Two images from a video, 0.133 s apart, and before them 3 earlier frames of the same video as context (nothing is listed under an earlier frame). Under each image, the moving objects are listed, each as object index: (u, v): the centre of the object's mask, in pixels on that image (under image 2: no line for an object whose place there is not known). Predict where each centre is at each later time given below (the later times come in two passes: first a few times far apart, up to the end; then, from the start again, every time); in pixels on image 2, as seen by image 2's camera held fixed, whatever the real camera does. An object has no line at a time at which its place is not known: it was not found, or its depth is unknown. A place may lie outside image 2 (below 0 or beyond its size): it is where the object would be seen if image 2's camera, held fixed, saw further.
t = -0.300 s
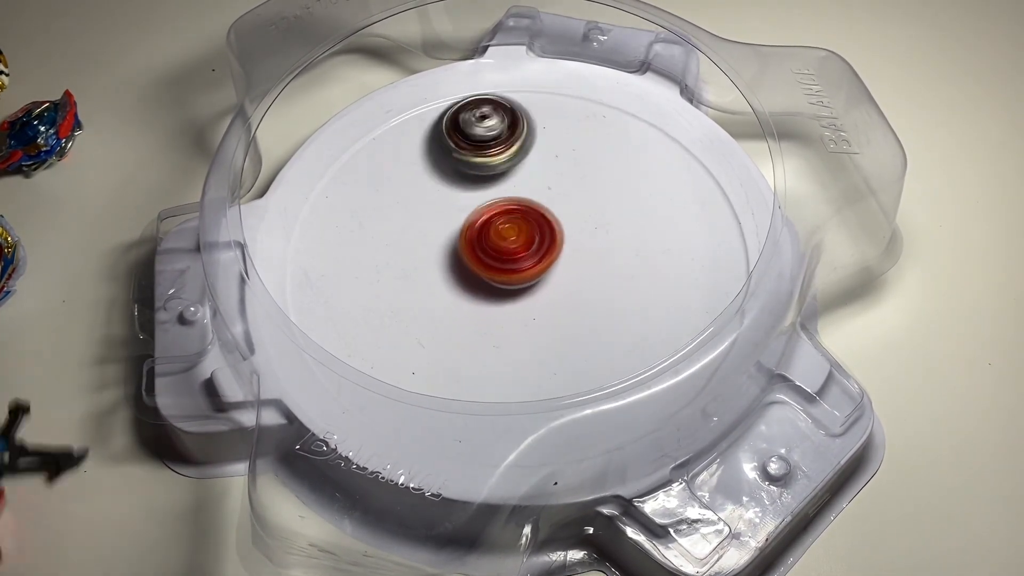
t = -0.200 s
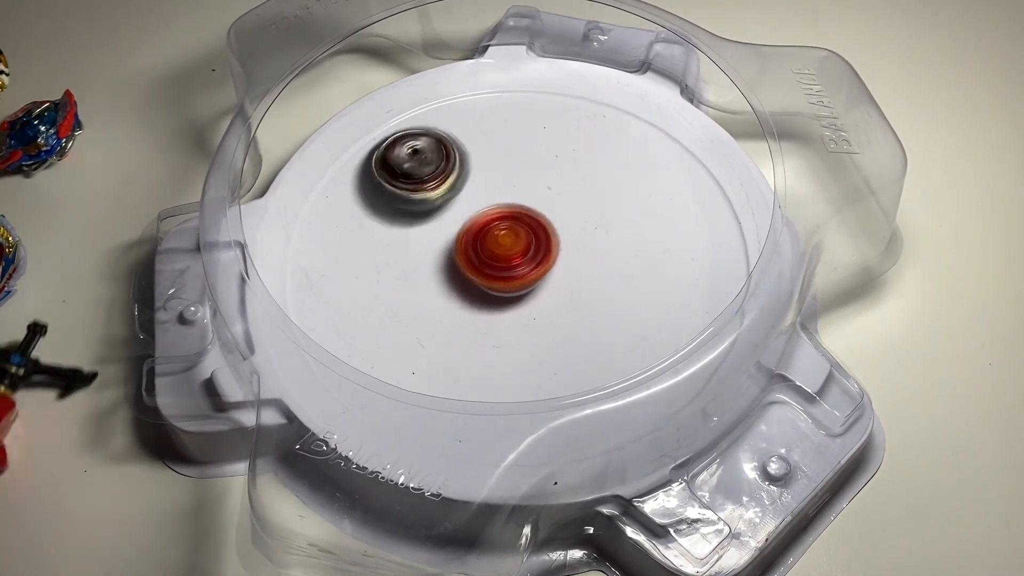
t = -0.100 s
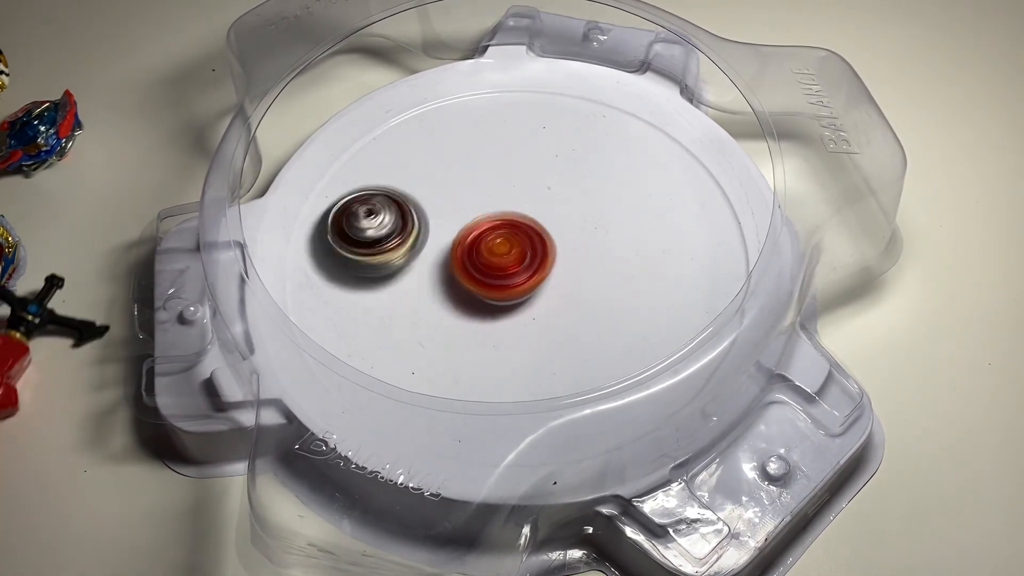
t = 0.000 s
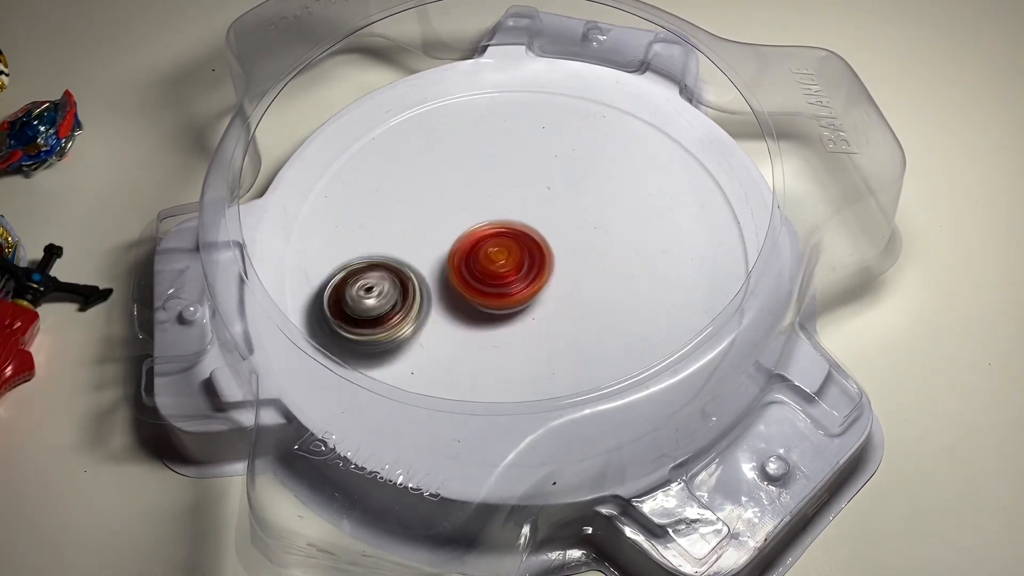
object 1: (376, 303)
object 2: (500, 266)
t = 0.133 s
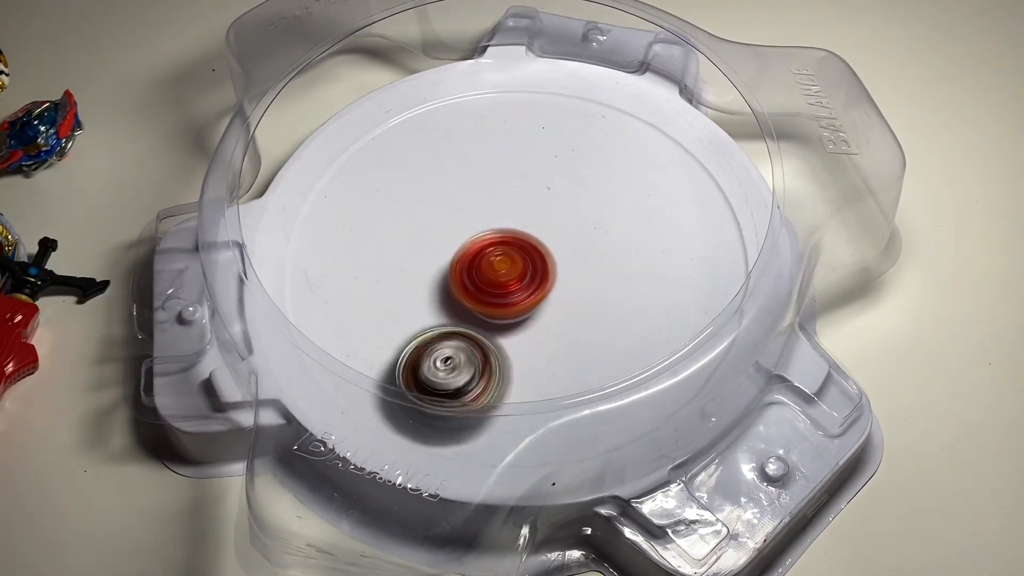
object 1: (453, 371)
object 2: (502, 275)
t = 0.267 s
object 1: (572, 380)
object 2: (509, 278)
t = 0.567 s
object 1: (676, 218)
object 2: (512, 265)
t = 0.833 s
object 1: (507, 131)
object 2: (491, 262)
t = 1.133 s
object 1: (363, 266)
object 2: (488, 274)
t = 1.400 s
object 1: (493, 369)
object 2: (502, 263)
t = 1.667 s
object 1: (637, 310)
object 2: (502, 246)
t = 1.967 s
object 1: (597, 188)
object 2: (502, 237)
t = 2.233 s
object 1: (501, 151)
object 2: (493, 251)
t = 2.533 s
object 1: (410, 205)
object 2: (532, 292)
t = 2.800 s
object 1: (447, 290)
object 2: (570, 278)
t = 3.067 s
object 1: (508, 282)
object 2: (633, 252)
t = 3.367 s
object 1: (528, 208)
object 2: (660, 224)
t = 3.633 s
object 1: (485, 234)
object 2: (635, 209)
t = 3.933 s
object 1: (501, 282)
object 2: (602, 208)
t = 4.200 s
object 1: (501, 264)
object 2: (586, 190)
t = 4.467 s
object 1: (502, 260)
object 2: (570, 182)
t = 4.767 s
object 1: (499, 266)
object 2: (564, 185)
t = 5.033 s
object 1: (490, 274)
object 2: (568, 192)
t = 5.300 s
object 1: (484, 284)
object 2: (584, 200)
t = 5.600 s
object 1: (499, 272)
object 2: (593, 214)
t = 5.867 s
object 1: (487, 269)
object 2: (590, 226)
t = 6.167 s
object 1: (479, 251)
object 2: (591, 235)
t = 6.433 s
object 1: (491, 228)
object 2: (601, 241)
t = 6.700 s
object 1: (494, 229)
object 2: (608, 251)
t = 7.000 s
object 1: (499, 230)
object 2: (610, 262)
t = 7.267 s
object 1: (492, 224)
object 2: (612, 289)
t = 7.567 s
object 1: (493, 240)
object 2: (587, 311)
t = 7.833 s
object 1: (500, 233)
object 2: (549, 315)
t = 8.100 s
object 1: (495, 210)
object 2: (521, 323)
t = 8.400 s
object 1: (497, 216)
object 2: (494, 307)
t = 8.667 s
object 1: (524, 215)
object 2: (480, 298)
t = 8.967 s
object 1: (543, 219)
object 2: (463, 286)
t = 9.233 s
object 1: (558, 219)
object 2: (427, 280)
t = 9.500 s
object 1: (532, 236)
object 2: (427, 268)
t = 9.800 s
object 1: (525, 261)
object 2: (414, 256)
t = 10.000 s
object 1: (514, 274)
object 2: (400, 246)
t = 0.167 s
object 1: (480, 379)
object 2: (504, 276)
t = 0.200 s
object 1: (512, 384)
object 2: (506, 277)
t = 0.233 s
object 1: (541, 382)
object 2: (507, 277)
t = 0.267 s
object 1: (572, 380)
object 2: (509, 278)
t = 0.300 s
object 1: (600, 370)
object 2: (511, 278)
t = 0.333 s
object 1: (624, 356)
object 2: (512, 277)
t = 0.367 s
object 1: (647, 340)
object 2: (514, 276)
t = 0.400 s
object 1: (664, 327)
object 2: (515, 275)
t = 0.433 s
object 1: (676, 301)
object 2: (516, 273)
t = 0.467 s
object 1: (685, 281)
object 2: (515, 271)
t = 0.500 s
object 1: (688, 259)
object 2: (515, 269)
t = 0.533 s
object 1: (683, 239)
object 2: (514, 267)
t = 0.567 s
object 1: (676, 218)
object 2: (512, 265)
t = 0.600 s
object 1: (666, 196)
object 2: (510, 263)
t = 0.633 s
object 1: (650, 179)
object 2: (507, 261)
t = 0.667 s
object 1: (632, 163)
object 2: (504, 261)
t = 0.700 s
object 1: (609, 150)
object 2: (501, 260)
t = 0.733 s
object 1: (584, 140)
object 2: (499, 260)
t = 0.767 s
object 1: (559, 134)
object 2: (496, 261)
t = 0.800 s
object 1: (532, 131)
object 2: (493, 261)
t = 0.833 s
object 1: (507, 131)
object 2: (491, 262)
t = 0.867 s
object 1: (481, 135)
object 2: (489, 263)
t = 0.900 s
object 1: (457, 142)
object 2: (488, 265)
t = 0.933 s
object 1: (433, 154)
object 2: (487, 267)
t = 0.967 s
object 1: (412, 167)
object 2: (486, 268)
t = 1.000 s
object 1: (395, 184)
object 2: (485, 269)
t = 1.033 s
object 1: (380, 204)
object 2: (485, 271)
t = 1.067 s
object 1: (370, 223)
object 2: (486, 272)
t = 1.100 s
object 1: (364, 245)
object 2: (487, 273)
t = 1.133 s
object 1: (363, 266)
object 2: (488, 274)
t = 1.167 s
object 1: (365, 288)
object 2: (490, 274)
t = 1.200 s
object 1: (373, 308)
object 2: (492, 274)
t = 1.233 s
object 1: (385, 326)
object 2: (494, 272)
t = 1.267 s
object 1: (401, 341)
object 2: (496, 271)
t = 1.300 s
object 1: (421, 352)
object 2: (498, 269)
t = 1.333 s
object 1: (445, 361)
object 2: (500, 268)
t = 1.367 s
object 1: (469, 368)
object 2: (501, 265)
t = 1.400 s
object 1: (493, 369)
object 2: (502, 263)
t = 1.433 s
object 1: (517, 370)
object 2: (503, 261)
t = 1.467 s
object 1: (541, 367)
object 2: (503, 258)
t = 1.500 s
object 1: (562, 361)
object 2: (503, 255)
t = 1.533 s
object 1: (583, 354)
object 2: (503, 253)
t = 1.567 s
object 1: (600, 344)
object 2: (503, 252)
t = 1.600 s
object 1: (616, 333)
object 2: (503, 250)
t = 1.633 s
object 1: (628, 323)
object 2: (502, 248)
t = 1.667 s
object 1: (637, 310)
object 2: (502, 246)
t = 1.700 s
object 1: (641, 295)
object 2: (502, 245)
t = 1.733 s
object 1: (644, 281)
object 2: (501, 244)
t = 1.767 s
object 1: (644, 266)
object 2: (501, 243)
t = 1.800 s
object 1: (642, 251)
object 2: (501, 241)
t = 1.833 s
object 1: (639, 237)
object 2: (501, 240)
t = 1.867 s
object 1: (631, 224)
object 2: (501, 239)
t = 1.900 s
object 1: (622, 211)
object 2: (502, 238)
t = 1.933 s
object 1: (611, 199)
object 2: (502, 237)
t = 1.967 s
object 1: (597, 188)
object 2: (502, 237)
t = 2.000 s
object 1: (584, 179)
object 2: (501, 237)
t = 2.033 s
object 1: (576, 167)
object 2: (495, 239)
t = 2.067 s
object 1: (567, 157)
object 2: (493, 242)
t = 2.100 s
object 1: (555, 152)
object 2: (492, 244)
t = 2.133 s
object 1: (540, 148)
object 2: (492, 246)
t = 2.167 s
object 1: (530, 146)
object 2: (492, 248)
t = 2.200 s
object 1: (516, 147)
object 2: (493, 249)
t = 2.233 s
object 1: (501, 151)
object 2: (493, 251)
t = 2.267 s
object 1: (485, 157)
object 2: (494, 253)
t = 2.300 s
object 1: (476, 163)
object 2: (495, 255)
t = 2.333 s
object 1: (465, 171)
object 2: (497, 256)
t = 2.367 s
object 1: (452, 174)
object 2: (501, 266)
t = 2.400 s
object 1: (439, 174)
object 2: (508, 279)
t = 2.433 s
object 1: (430, 178)
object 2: (515, 286)
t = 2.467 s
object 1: (420, 185)
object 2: (522, 290)
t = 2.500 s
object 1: (414, 194)
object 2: (527, 291)
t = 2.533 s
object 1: (410, 205)
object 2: (532, 292)
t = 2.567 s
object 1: (406, 220)
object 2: (537, 291)
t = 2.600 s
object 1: (409, 231)
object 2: (542, 290)
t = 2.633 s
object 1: (413, 244)
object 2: (546, 288)
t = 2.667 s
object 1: (420, 256)
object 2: (549, 286)
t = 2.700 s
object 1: (427, 267)
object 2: (551, 284)
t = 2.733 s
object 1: (438, 277)
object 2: (553, 282)
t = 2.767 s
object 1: (443, 285)
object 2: (558, 280)
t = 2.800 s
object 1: (447, 290)
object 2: (570, 278)
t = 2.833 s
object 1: (454, 295)
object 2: (577, 276)
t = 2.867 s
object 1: (465, 298)
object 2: (582, 273)
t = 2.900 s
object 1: (474, 299)
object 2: (590, 270)
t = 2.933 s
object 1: (478, 297)
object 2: (605, 266)
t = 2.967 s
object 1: (481, 297)
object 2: (613, 262)
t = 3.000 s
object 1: (488, 293)
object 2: (622, 259)
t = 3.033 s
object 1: (497, 289)
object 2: (627, 255)
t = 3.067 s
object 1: (508, 282)
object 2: (633, 252)
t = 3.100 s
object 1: (518, 276)
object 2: (638, 248)
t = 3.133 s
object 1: (528, 267)
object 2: (641, 245)
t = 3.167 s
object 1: (534, 257)
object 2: (645, 242)
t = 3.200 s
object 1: (537, 247)
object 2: (649, 240)
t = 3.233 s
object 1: (538, 237)
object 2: (654, 236)
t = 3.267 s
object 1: (538, 228)
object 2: (657, 233)
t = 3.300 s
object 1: (536, 219)
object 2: (659, 230)
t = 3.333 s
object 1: (532, 212)
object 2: (660, 227)
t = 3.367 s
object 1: (528, 208)
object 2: (660, 224)
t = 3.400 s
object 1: (522, 206)
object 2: (659, 221)
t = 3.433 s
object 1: (516, 205)
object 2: (658, 219)
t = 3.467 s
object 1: (508, 207)
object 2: (655, 217)
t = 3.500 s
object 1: (502, 210)
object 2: (652, 214)
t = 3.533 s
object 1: (495, 214)
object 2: (649, 212)
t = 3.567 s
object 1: (490, 220)
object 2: (645, 211)
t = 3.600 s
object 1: (485, 227)
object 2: (639, 210)
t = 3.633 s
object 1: (485, 234)
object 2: (635, 209)
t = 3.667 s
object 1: (484, 242)
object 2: (628, 209)
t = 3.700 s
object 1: (486, 250)
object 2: (622, 209)
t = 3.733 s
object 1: (489, 257)
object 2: (616, 209)
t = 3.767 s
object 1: (495, 265)
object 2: (610, 210)
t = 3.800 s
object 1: (499, 270)
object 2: (602, 211)
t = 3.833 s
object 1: (505, 275)
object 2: (596, 213)
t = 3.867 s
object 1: (507, 277)
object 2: (594, 211)
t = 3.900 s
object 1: (504, 281)
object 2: (600, 211)
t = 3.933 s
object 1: (501, 282)
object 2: (602, 208)
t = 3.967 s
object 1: (500, 281)
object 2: (600, 206)
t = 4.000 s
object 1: (501, 279)
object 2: (597, 205)
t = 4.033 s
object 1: (504, 276)
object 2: (593, 204)
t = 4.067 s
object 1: (508, 273)
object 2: (589, 203)
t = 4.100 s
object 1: (505, 271)
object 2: (591, 198)
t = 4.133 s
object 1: (503, 269)
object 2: (591, 193)
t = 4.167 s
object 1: (501, 266)
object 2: (589, 191)
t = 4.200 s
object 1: (501, 264)
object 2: (586, 190)
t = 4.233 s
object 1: (502, 260)
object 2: (582, 189)
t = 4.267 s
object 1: (503, 258)
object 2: (581, 187)
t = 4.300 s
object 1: (502, 257)
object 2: (582, 184)
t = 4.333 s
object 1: (501, 258)
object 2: (580, 182)
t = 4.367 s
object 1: (501, 259)
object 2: (578, 181)
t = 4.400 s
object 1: (501, 260)
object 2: (575, 181)
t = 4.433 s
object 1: (502, 260)
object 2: (572, 181)
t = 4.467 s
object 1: (502, 260)
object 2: (570, 182)
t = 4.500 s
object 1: (500, 261)
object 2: (570, 181)
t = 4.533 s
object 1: (497, 262)
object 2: (569, 181)
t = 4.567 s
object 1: (495, 262)
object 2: (568, 181)
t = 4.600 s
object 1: (495, 261)
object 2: (566, 182)
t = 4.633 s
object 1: (496, 262)
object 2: (565, 183)
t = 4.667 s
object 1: (495, 262)
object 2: (566, 183)
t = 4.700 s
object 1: (496, 264)
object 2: (565, 183)
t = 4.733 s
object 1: (497, 266)
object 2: (565, 184)
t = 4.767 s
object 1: (499, 266)
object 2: (564, 185)
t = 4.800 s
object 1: (500, 268)
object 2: (565, 186)
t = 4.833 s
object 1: (499, 268)
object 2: (565, 186)
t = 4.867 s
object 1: (499, 269)
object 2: (565, 188)
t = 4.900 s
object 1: (495, 271)
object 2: (567, 187)
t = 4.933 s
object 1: (492, 272)
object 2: (568, 188)
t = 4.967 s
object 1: (491, 273)
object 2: (568, 189)
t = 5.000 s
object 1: (489, 274)
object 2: (568, 191)
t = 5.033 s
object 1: (490, 274)
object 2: (568, 192)
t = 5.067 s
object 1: (493, 272)
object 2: (568, 195)
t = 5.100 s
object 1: (495, 273)
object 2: (568, 196)
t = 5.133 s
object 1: (492, 274)
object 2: (574, 196)
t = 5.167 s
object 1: (488, 278)
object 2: (579, 196)
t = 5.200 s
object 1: (483, 281)
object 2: (581, 196)
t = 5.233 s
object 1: (482, 282)
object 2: (582, 197)
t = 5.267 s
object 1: (483, 283)
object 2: (584, 198)
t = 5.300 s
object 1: (484, 284)
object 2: (584, 200)
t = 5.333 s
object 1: (488, 283)
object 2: (585, 201)
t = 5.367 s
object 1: (492, 283)
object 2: (585, 203)
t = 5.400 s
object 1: (496, 281)
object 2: (585, 205)
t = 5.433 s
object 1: (502, 278)
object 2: (585, 208)
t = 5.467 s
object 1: (503, 277)
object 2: (585, 210)
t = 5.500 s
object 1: (502, 276)
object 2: (590, 210)
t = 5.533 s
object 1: (501, 274)
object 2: (592, 211)
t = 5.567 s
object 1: (500, 273)
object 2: (593, 212)
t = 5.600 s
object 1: (499, 272)
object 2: (593, 214)
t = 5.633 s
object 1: (497, 271)
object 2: (595, 215)
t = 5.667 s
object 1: (496, 271)
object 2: (594, 217)
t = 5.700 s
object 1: (494, 271)
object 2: (594, 218)
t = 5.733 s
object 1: (493, 271)
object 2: (594, 219)
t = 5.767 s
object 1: (491, 270)
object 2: (594, 221)
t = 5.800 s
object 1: (489, 270)
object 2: (592, 223)
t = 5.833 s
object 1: (488, 270)
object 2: (591, 224)
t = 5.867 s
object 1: (487, 269)
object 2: (590, 226)
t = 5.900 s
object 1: (487, 268)
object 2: (589, 227)
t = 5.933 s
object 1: (485, 267)
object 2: (589, 229)
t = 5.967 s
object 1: (482, 265)
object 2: (589, 230)
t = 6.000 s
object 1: (481, 262)
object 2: (589, 231)
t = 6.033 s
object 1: (481, 261)
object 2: (588, 232)
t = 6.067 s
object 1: (480, 259)
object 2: (589, 233)
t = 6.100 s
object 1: (480, 257)
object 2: (588, 233)
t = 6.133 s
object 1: (480, 254)
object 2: (589, 234)
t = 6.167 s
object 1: (479, 251)
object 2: (591, 235)
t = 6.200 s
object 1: (481, 249)
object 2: (592, 236)
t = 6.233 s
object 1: (482, 246)
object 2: (593, 237)
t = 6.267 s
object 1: (484, 242)
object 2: (595, 238)
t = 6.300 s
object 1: (486, 239)
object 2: (596, 238)
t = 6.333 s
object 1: (488, 236)
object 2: (597, 238)
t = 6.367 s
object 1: (490, 233)
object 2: (598, 239)
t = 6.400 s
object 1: (491, 231)
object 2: (599, 240)
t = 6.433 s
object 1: (491, 228)
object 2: (601, 241)
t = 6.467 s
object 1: (491, 227)
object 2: (602, 242)
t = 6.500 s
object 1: (491, 226)
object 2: (603, 243)
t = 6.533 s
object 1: (491, 227)
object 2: (603, 244)
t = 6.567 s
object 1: (492, 227)
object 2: (603, 244)
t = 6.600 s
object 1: (494, 228)
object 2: (602, 245)
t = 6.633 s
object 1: (496, 229)
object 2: (601, 246)
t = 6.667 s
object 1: (495, 228)
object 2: (604, 248)
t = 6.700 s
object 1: (494, 229)
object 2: (608, 251)
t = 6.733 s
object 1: (494, 230)
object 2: (610, 252)
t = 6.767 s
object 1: (496, 231)
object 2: (611, 253)
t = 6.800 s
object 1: (499, 232)
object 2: (611, 255)
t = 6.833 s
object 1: (502, 233)
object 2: (610, 255)
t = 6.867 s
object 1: (503, 235)
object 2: (609, 256)
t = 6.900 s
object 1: (503, 234)
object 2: (609, 258)
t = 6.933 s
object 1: (504, 234)
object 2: (609, 259)
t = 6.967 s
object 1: (501, 232)
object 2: (611, 261)
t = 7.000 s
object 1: (499, 230)
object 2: (610, 262)
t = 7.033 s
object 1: (499, 228)
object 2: (610, 264)
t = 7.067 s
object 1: (500, 228)
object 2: (608, 265)
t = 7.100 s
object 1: (501, 229)
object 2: (605, 266)
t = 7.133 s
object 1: (504, 230)
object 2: (603, 267)
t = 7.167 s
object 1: (500, 227)
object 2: (608, 274)
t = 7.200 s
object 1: (499, 222)
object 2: (612, 282)
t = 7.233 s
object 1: (494, 222)
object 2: (613, 286)
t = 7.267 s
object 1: (492, 224)
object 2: (612, 289)
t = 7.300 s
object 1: (491, 227)
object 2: (610, 291)
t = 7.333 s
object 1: (491, 231)
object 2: (607, 293)
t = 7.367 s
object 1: (492, 234)
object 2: (605, 295)
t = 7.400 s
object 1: (494, 238)
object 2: (601, 297)
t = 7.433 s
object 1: (496, 242)
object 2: (597, 298)
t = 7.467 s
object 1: (499, 245)
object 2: (593, 299)
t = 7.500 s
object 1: (502, 247)
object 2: (588, 301)
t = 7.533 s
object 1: (498, 244)
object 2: (589, 306)
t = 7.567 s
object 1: (493, 240)
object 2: (587, 311)
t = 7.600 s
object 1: (491, 235)
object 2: (583, 313)
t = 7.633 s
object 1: (490, 233)
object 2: (579, 314)
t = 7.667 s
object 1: (490, 231)
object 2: (574, 315)
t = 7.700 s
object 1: (492, 229)
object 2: (570, 316)
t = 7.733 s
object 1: (493, 230)
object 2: (564, 317)
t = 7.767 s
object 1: (495, 230)
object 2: (559, 316)
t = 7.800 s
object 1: (498, 232)
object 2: (554, 316)
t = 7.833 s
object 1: (500, 233)
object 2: (549, 315)
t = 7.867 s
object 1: (502, 233)
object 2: (544, 313)
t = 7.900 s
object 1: (501, 225)
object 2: (542, 321)
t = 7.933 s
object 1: (501, 218)
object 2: (539, 325)
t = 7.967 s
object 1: (501, 213)
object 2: (536, 326)
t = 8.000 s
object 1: (500, 210)
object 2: (532, 326)
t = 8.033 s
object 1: (499, 209)
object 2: (528, 325)
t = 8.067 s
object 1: (497, 209)
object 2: (524, 324)
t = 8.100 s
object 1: (495, 210)
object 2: (521, 323)
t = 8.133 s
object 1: (493, 211)
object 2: (518, 321)
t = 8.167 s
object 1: (492, 213)
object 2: (515, 319)
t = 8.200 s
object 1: (490, 216)
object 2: (512, 316)
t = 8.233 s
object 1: (490, 218)
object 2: (508, 314)
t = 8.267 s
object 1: (490, 221)
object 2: (506, 310)
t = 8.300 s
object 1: (491, 220)
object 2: (503, 308)
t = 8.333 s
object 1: (492, 218)
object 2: (500, 310)
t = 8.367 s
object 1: (494, 216)
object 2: (496, 309)
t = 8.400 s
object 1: (497, 216)
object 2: (494, 307)
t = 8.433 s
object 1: (499, 216)
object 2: (494, 304)
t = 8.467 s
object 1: (503, 214)
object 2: (490, 305)
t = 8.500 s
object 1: (508, 212)
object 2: (486, 308)
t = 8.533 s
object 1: (513, 210)
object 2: (482, 307)
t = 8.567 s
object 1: (517, 209)
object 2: (481, 305)
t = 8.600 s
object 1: (520, 210)
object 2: (481, 303)
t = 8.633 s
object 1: (521, 212)
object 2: (481, 301)
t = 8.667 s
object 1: (524, 215)
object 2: (480, 298)
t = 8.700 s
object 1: (526, 216)
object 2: (478, 297)
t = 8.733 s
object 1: (530, 217)
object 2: (475, 297)
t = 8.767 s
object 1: (533, 217)
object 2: (474, 295)
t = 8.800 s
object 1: (535, 219)
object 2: (473, 293)
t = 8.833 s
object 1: (537, 220)
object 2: (472, 291)
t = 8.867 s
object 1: (539, 219)
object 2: (467, 291)
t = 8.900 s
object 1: (541, 218)
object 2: (466, 289)
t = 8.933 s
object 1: (542, 218)
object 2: (464, 289)
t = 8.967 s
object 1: (543, 219)
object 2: (463, 286)
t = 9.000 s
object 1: (543, 220)
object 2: (462, 285)
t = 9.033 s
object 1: (541, 222)
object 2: (460, 283)
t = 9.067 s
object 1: (540, 222)
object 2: (459, 282)
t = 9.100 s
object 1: (541, 223)
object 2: (455, 281)
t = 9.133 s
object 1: (547, 221)
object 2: (442, 282)
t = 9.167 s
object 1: (553, 220)
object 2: (433, 282)
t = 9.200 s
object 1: (556, 219)
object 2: (429, 282)
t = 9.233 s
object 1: (558, 219)
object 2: (427, 280)
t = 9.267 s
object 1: (558, 221)
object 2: (426, 279)
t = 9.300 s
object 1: (556, 222)
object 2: (424, 278)
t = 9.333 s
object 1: (554, 224)
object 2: (425, 276)
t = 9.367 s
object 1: (550, 226)
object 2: (424, 275)
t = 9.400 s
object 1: (546, 228)
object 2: (424, 273)
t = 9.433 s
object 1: (541, 231)
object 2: (425, 272)
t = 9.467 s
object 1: (536, 234)
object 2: (426, 270)
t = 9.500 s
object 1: (532, 236)
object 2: (427, 268)
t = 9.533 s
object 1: (529, 238)
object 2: (427, 266)
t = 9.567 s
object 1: (529, 241)
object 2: (422, 264)
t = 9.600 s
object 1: (530, 243)
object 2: (418, 262)
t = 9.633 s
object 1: (530, 247)
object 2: (416, 261)
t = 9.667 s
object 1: (530, 250)
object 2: (416, 260)
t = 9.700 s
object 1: (529, 253)
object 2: (416, 260)
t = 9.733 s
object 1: (527, 256)
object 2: (415, 258)
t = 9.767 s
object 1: (528, 259)
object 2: (414, 256)
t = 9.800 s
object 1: (525, 261)
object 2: (414, 256)
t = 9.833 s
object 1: (525, 263)
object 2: (410, 254)
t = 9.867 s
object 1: (522, 265)
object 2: (408, 253)
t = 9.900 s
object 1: (519, 267)
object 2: (407, 252)
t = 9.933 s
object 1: (517, 270)
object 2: (403, 250)
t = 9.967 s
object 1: (516, 272)
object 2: (400, 248)
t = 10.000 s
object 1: (514, 274)
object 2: (400, 246)
